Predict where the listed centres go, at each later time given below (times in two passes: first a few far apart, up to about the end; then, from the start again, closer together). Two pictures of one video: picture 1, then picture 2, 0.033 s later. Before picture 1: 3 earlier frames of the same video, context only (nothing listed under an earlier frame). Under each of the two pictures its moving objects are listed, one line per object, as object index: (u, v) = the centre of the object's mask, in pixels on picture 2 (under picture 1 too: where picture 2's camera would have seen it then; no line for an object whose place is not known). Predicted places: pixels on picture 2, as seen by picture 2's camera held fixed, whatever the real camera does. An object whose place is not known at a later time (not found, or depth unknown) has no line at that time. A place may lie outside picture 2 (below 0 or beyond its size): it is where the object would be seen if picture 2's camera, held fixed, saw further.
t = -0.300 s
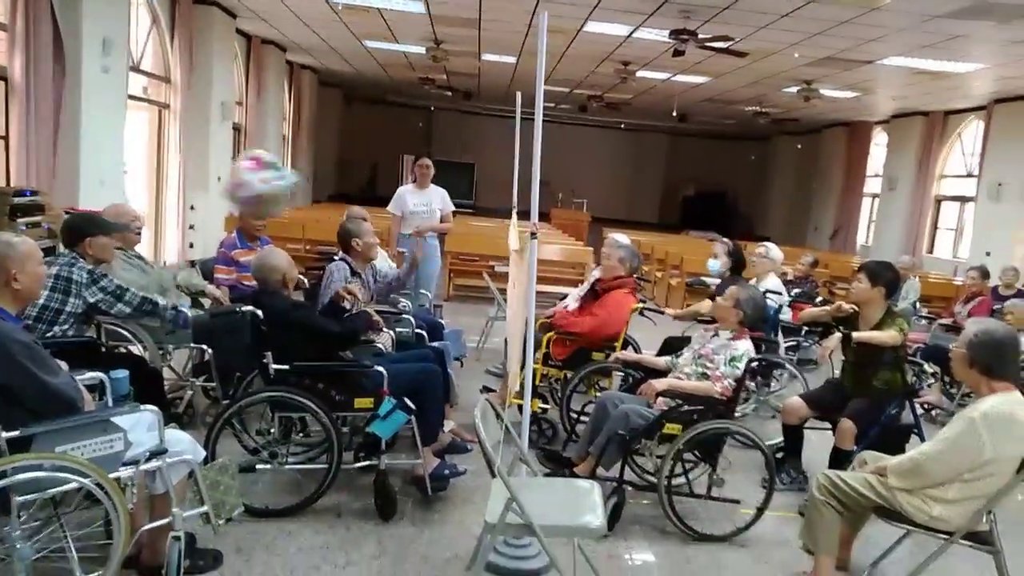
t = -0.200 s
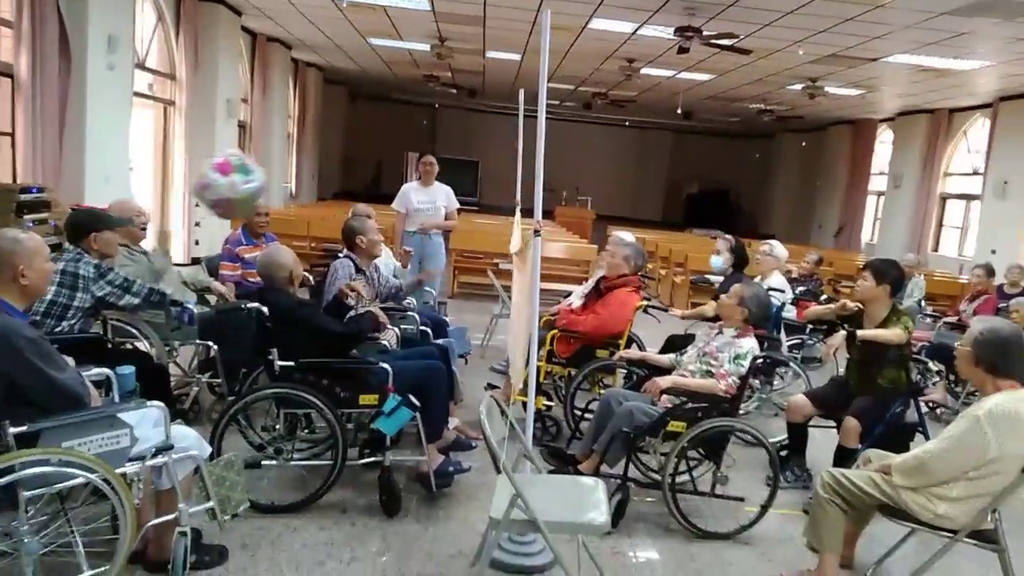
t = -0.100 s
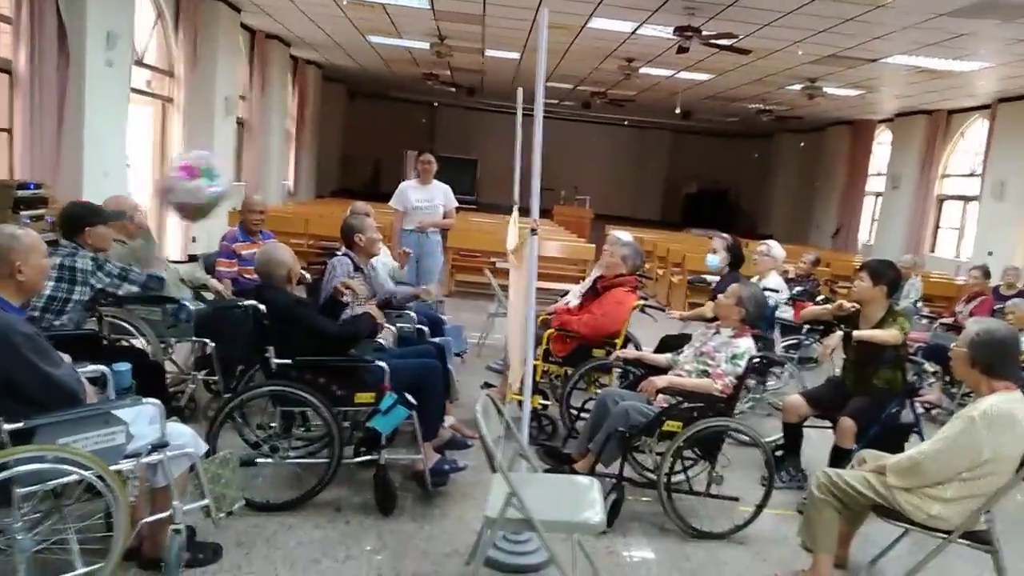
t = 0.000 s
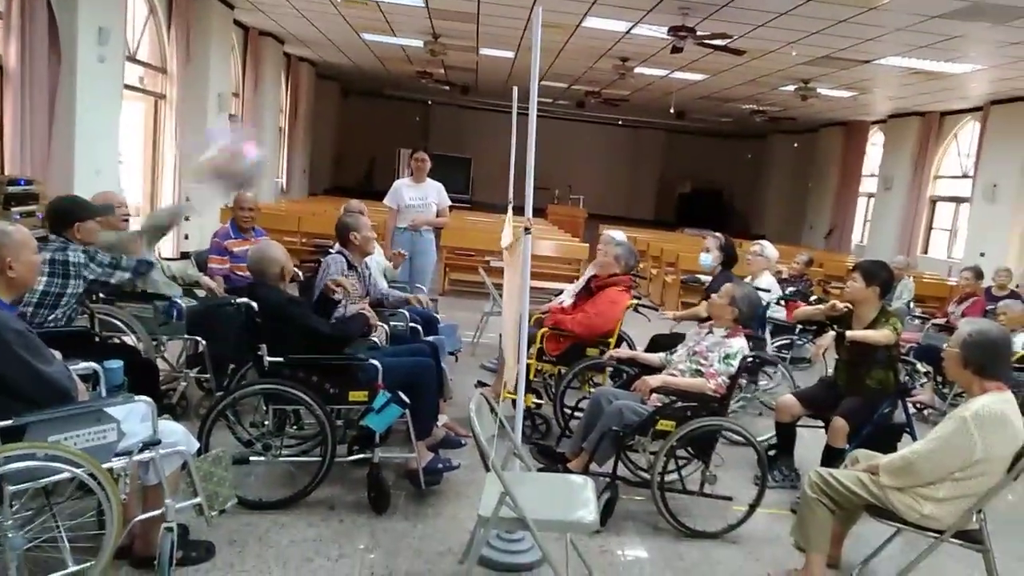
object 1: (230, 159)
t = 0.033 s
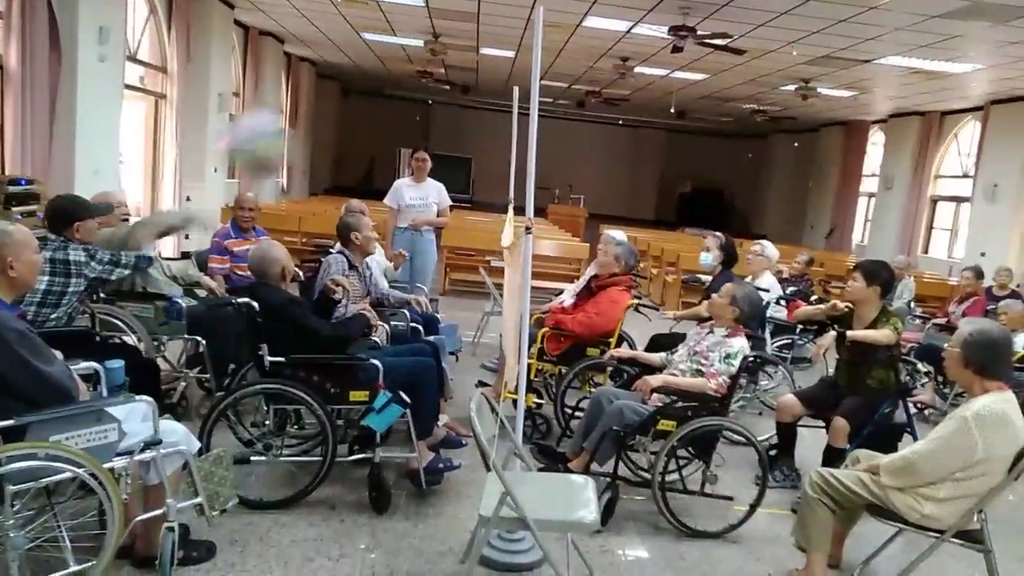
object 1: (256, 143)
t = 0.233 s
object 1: (367, 97)
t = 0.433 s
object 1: (420, 69)
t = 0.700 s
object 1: (458, 59)
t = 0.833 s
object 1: (471, 63)
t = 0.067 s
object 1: (285, 132)
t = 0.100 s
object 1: (310, 122)
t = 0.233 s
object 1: (367, 97)
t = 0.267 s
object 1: (379, 91)
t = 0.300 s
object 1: (389, 86)
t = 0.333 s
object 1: (398, 81)
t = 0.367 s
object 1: (406, 76)
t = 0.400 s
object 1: (413, 73)
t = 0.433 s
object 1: (420, 69)
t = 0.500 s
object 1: (432, 64)
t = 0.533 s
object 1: (438, 62)
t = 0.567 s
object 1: (443, 61)
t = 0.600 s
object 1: (447, 60)
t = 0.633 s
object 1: (452, 59)
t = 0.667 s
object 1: (455, 59)
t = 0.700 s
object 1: (458, 59)
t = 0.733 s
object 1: (462, 59)
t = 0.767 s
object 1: (465, 60)
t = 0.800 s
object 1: (468, 61)
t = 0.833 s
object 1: (471, 63)
